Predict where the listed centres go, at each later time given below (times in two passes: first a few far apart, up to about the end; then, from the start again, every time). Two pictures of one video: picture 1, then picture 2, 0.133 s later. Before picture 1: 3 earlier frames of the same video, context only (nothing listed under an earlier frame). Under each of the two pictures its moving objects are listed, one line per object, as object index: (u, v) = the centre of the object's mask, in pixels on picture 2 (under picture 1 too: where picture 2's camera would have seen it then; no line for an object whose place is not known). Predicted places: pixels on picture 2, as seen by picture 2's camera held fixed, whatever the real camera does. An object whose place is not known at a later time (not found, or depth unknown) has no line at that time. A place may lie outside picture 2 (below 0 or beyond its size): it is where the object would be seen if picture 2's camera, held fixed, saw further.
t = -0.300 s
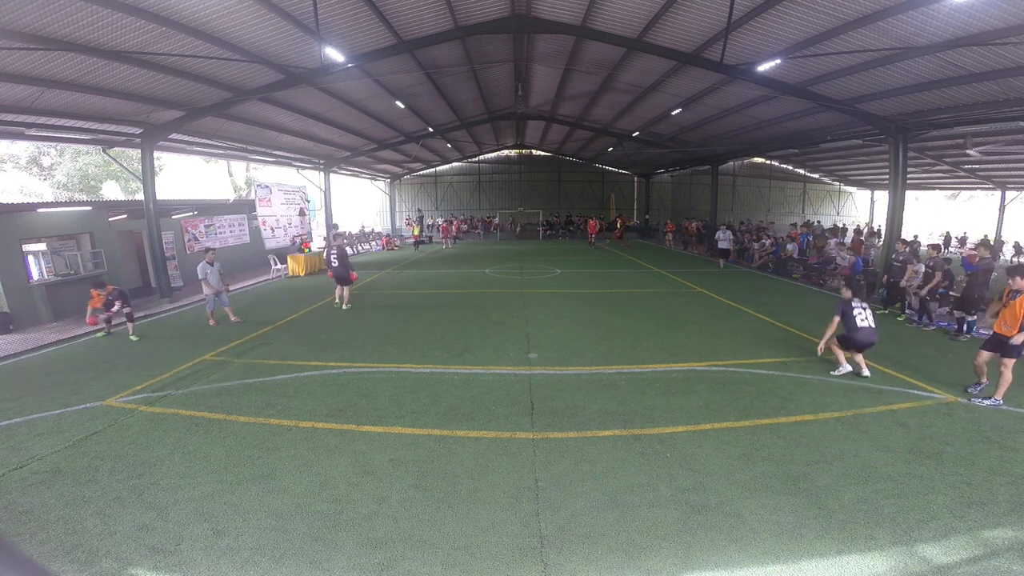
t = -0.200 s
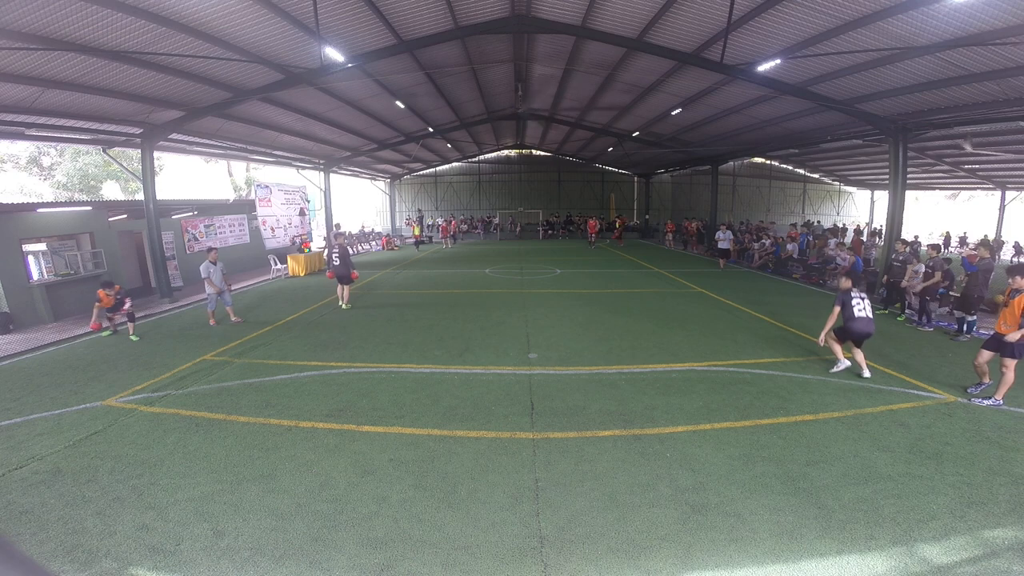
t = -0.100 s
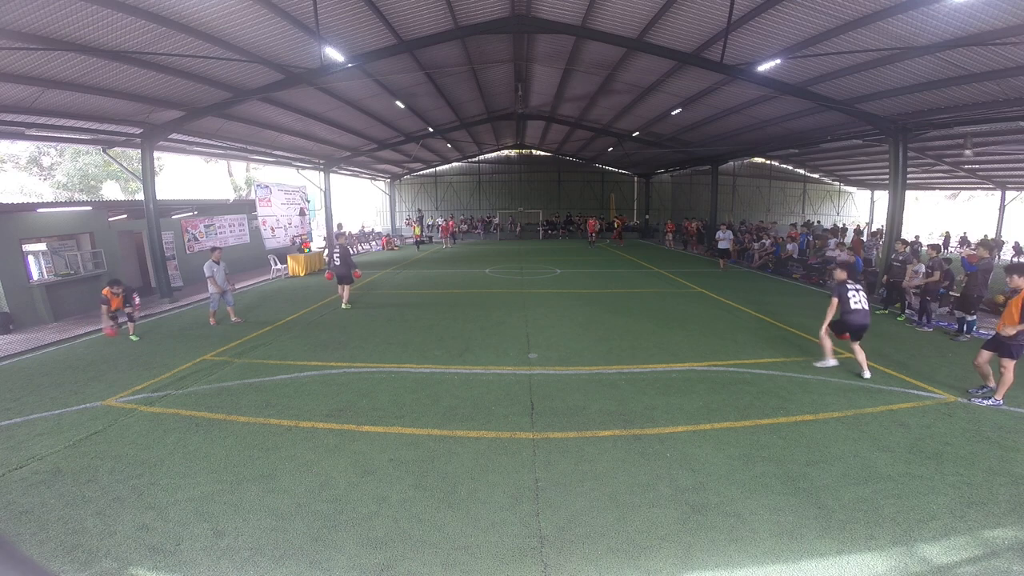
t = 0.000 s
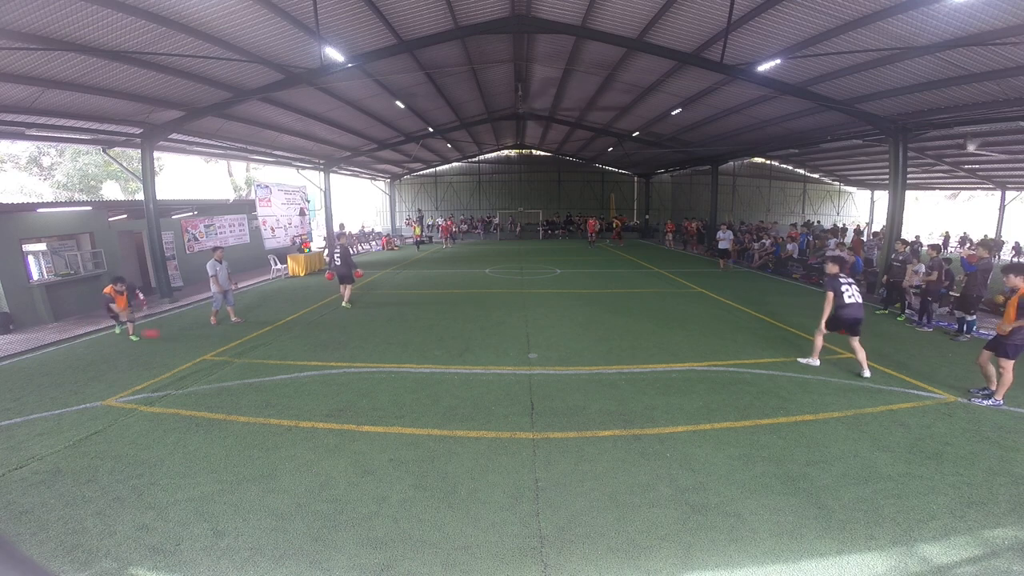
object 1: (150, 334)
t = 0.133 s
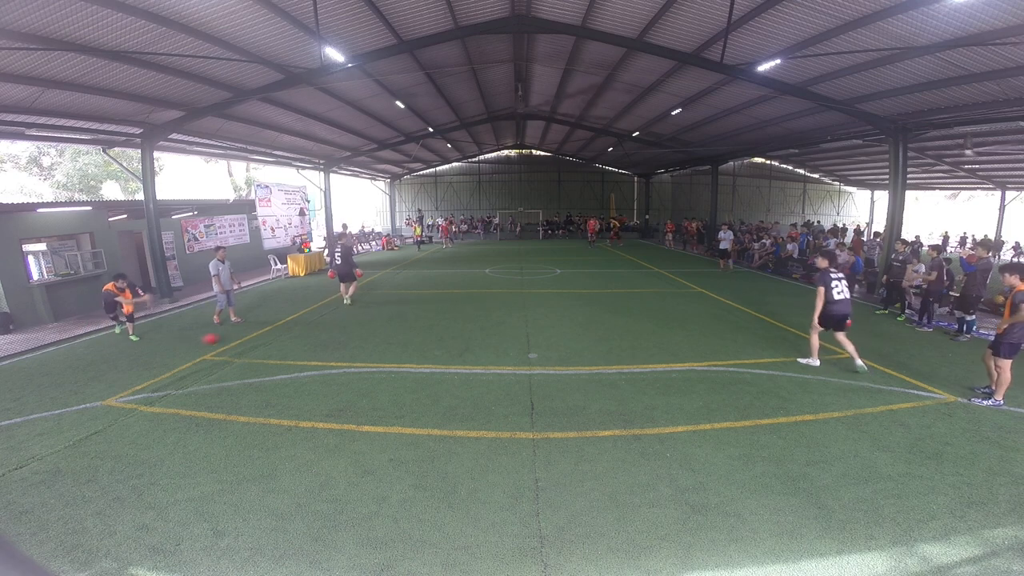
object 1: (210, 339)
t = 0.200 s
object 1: (229, 334)
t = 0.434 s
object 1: (300, 336)
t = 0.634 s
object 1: (358, 331)
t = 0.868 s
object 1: (423, 330)
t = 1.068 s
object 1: (474, 328)
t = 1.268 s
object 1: (520, 327)
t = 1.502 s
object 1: (571, 325)
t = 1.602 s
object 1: (591, 323)
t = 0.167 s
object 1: (219, 337)
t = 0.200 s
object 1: (229, 334)
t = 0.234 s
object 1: (238, 333)
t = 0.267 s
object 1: (248, 332)
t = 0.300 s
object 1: (259, 332)
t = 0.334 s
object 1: (269, 332)
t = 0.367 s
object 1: (279, 333)
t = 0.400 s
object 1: (289, 334)
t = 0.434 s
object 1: (300, 336)
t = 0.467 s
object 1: (310, 334)
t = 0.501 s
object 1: (319, 332)
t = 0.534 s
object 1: (329, 332)
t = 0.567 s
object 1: (339, 331)
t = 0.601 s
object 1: (348, 331)
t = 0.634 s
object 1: (358, 331)
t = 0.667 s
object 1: (368, 333)
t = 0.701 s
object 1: (378, 332)
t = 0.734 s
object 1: (387, 331)
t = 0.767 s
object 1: (396, 330)
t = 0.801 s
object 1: (405, 330)
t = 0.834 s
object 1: (414, 330)
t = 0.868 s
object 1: (423, 330)
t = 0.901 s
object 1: (432, 330)
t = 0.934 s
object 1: (441, 329)
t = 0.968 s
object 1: (449, 328)
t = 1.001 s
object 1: (457, 329)
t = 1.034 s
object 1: (466, 329)
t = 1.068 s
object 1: (474, 328)
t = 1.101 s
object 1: (482, 328)
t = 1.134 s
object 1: (491, 328)
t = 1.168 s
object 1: (498, 328)
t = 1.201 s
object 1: (505, 327)
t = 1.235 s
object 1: (513, 327)
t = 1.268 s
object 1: (520, 327)
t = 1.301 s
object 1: (528, 326)
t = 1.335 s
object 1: (536, 326)
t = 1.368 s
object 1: (542, 326)
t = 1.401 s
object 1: (550, 325)
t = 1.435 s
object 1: (557, 325)
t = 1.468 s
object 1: (564, 324)
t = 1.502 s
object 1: (571, 325)
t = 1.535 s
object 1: (578, 324)
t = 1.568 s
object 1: (584, 324)
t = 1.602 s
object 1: (591, 323)
